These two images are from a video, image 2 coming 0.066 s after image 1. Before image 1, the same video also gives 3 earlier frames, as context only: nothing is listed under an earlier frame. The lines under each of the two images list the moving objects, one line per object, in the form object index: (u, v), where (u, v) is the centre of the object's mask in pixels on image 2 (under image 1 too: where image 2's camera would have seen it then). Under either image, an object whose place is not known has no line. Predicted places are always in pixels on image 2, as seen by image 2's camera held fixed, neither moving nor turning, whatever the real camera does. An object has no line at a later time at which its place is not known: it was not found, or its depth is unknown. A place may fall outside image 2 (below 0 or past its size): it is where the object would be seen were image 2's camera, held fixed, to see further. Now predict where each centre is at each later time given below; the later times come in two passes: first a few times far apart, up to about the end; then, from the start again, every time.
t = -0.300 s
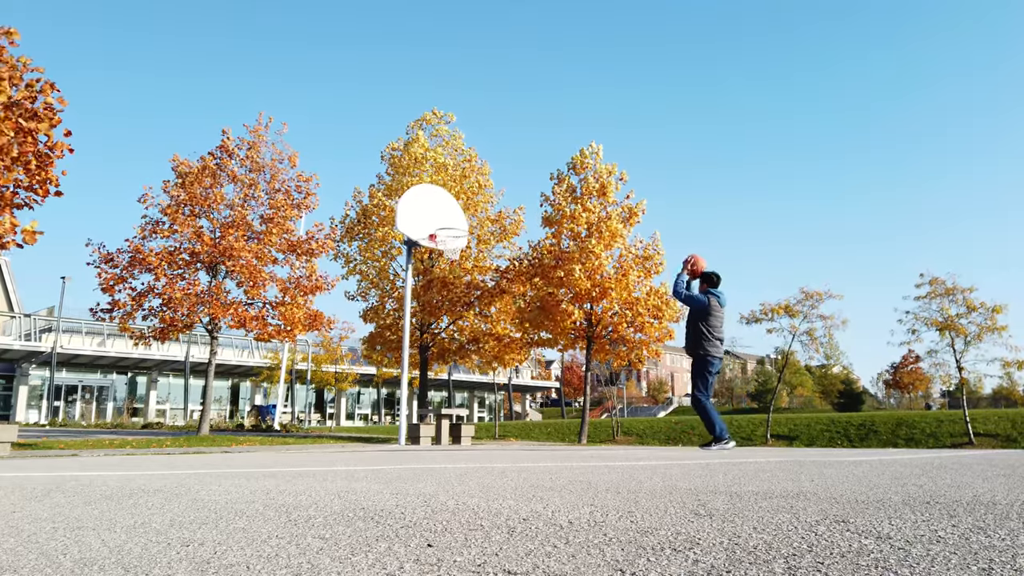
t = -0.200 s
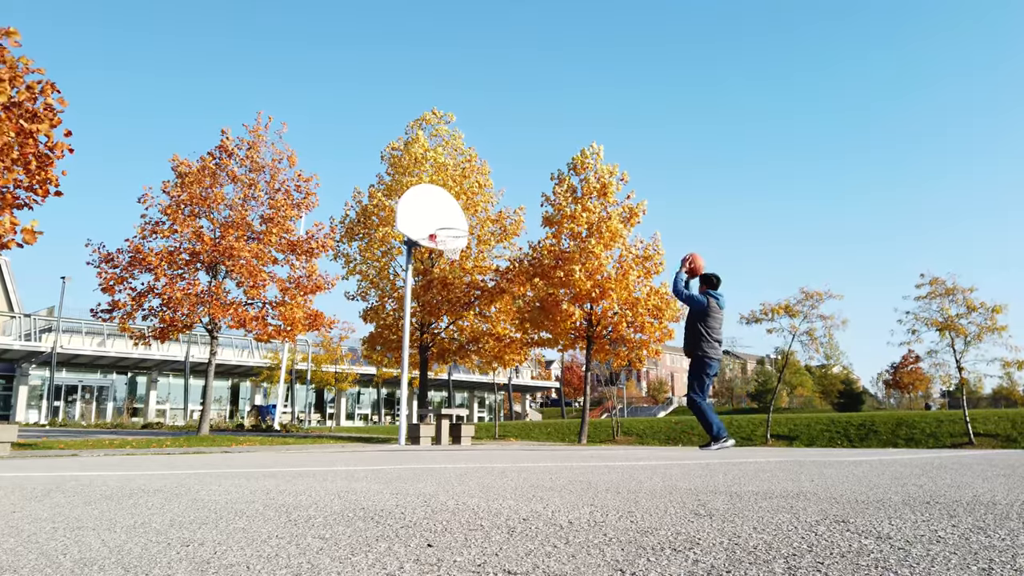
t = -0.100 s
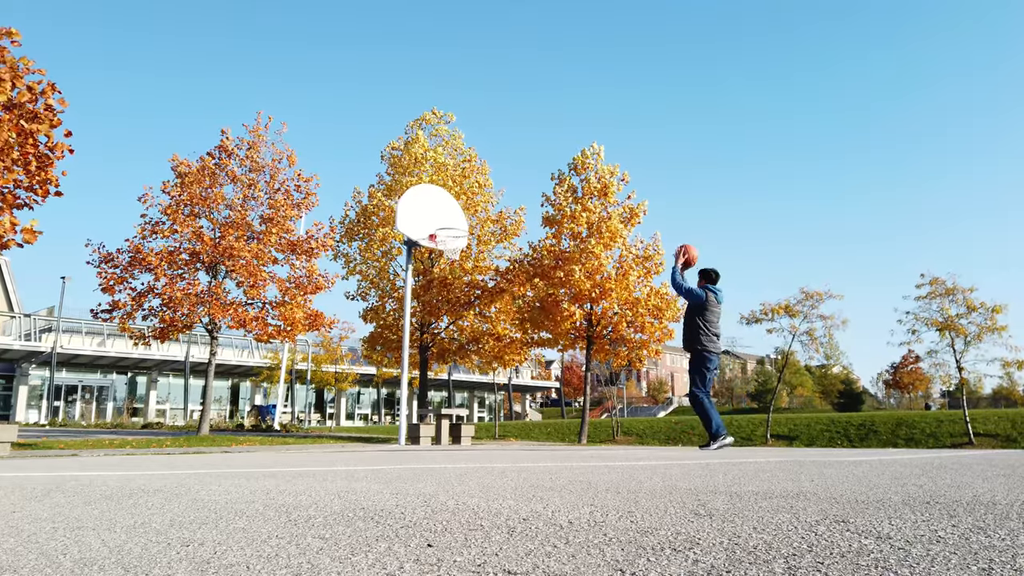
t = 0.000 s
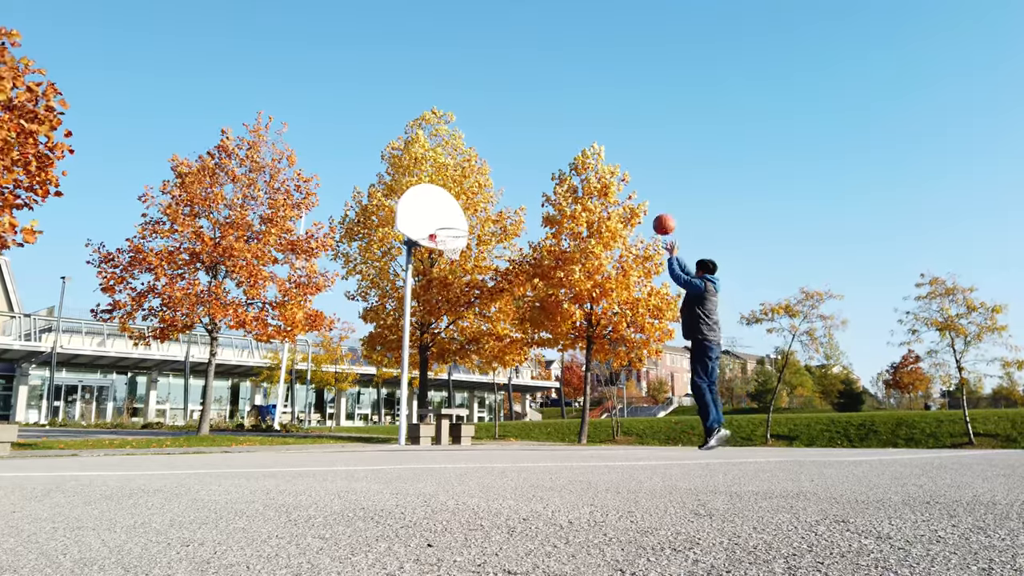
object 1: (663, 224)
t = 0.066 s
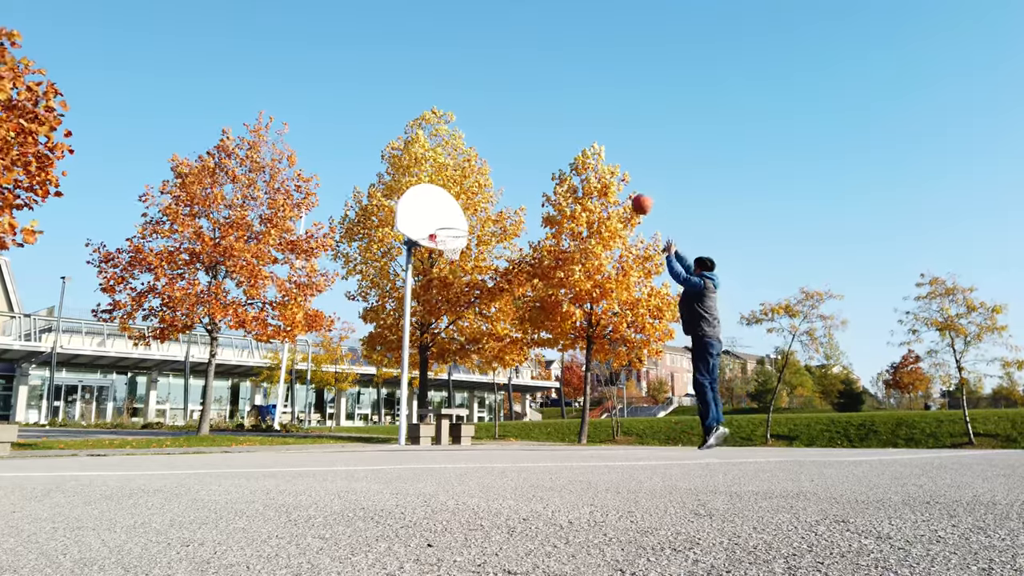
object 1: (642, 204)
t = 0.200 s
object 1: (603, 176)
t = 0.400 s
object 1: (550, 165)
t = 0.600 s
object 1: (505, 182)
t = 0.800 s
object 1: (468, 224)
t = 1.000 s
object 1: (485, 198)
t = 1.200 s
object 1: (501, 199)
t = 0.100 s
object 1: (631, 195)
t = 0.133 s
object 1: (621, 188)
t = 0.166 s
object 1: (611, 182)
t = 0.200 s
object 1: (603, 176)
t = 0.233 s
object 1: (592, 173)
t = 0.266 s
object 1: (583, 169)
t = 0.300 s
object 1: (575, 167)
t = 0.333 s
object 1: (567, 165)
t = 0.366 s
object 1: (558, 164)
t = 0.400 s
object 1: (550, 165)
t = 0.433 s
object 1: (542, 166)
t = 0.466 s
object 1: (535, 168)
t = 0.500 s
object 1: (527, 170)
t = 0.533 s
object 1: (520, 174)
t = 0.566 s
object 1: (513, 178)
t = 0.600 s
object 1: (505, 182)
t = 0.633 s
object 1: (499, 188)
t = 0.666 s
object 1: (492, 194)
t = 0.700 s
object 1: (486, 200)
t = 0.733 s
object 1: (479, 208)
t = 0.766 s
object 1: (473, 216)
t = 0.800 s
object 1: (468, 224)
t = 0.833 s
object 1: (470, 216)
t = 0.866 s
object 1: (473, 212)
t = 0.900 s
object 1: (476, 208)
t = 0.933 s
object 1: (479, 203)
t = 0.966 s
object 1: (480, 200)
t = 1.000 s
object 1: (485, 198)
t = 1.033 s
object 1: (487, 196)
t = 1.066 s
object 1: (490, 195)
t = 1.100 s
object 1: (492, 195)
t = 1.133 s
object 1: (495, 195)
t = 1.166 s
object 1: (498, 197)
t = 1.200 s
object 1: (501, 199)
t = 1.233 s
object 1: (504, 201)
